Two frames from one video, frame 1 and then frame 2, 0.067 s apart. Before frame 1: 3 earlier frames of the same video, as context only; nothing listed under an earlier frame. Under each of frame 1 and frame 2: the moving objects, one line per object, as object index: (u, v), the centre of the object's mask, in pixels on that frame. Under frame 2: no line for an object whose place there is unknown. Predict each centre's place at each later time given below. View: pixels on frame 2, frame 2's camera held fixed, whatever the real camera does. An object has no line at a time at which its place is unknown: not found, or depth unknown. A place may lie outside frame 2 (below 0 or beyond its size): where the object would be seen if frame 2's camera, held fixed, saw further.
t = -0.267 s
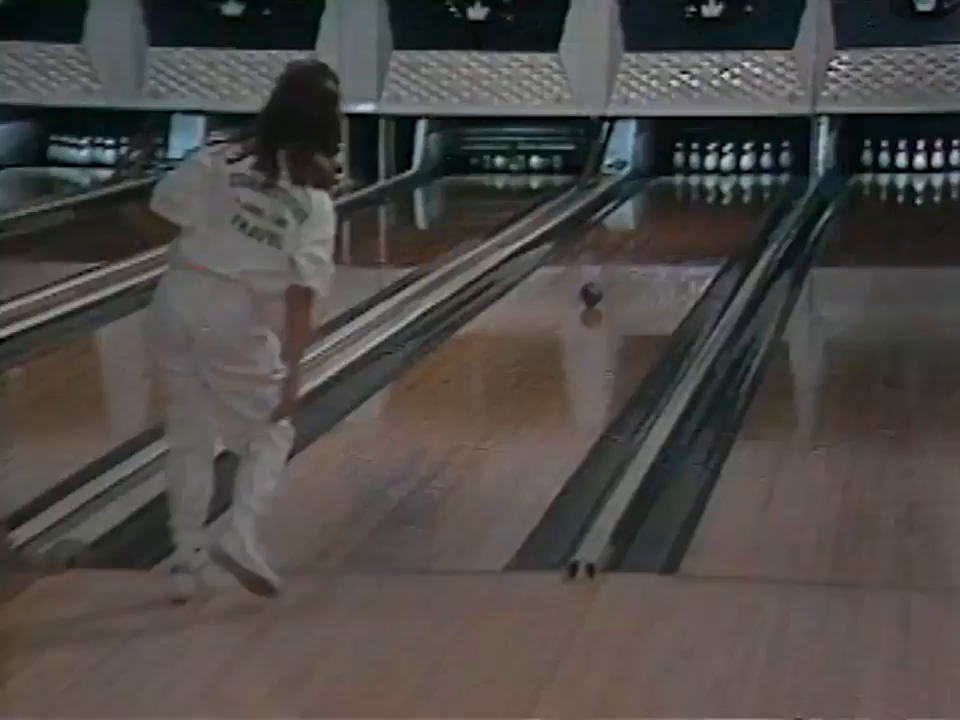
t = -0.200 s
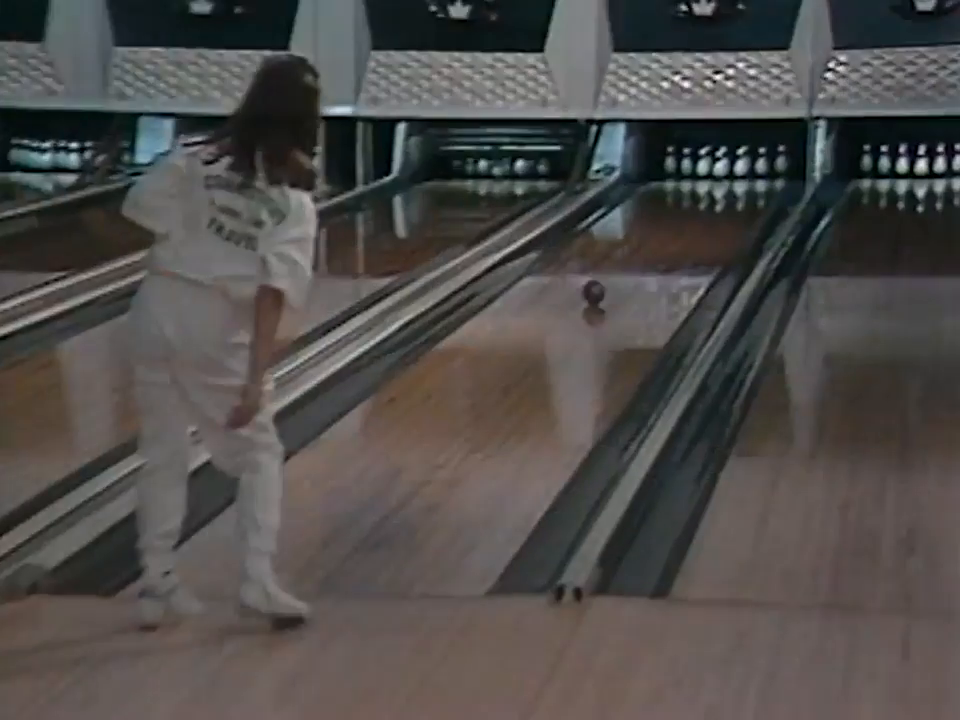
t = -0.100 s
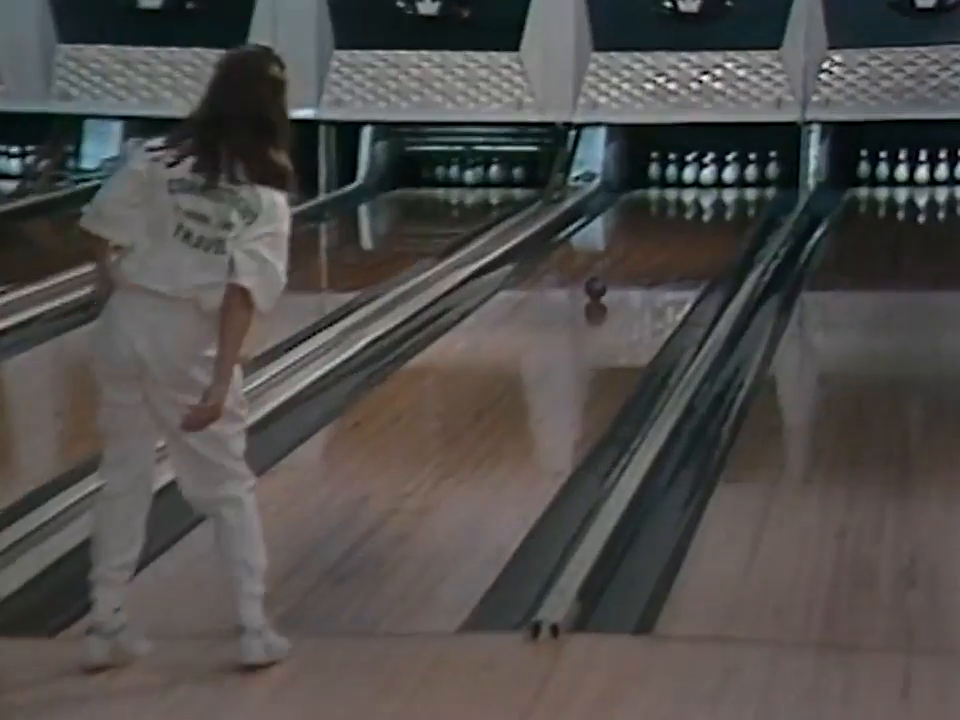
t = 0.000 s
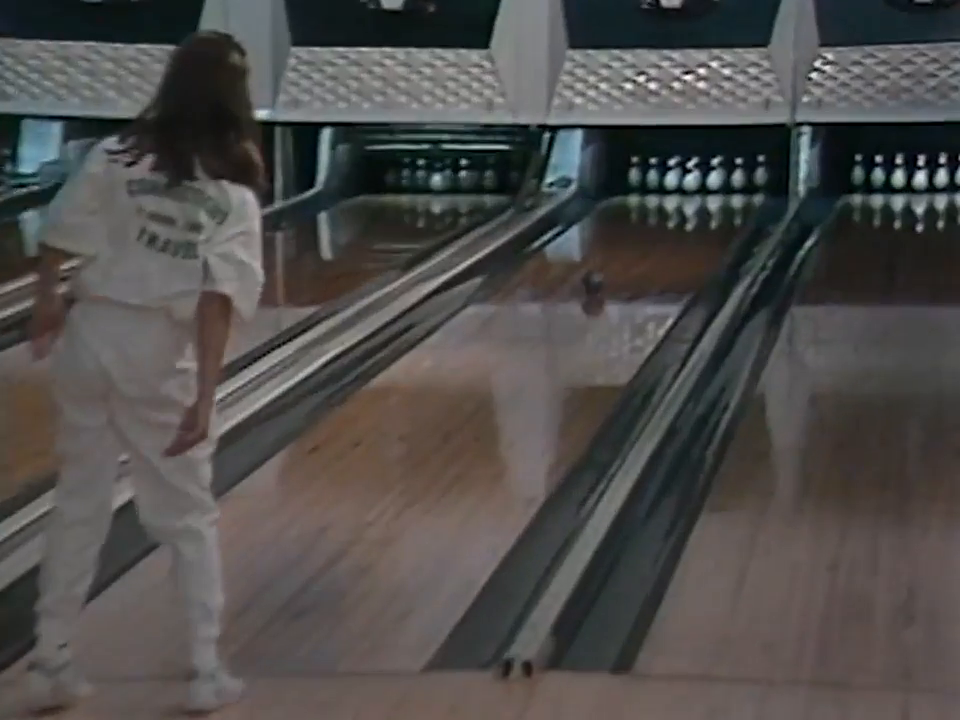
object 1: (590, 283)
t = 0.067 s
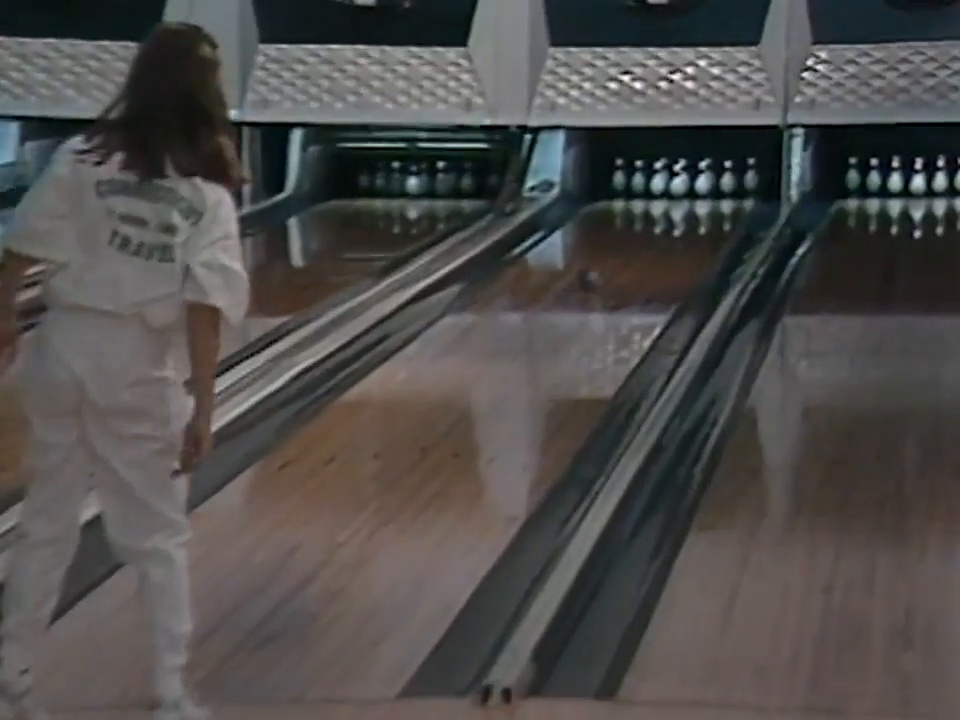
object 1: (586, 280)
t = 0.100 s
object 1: (592, 274)
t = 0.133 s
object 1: (599, 269)
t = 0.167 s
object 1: (603, 262)
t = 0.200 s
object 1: (608, 257)
